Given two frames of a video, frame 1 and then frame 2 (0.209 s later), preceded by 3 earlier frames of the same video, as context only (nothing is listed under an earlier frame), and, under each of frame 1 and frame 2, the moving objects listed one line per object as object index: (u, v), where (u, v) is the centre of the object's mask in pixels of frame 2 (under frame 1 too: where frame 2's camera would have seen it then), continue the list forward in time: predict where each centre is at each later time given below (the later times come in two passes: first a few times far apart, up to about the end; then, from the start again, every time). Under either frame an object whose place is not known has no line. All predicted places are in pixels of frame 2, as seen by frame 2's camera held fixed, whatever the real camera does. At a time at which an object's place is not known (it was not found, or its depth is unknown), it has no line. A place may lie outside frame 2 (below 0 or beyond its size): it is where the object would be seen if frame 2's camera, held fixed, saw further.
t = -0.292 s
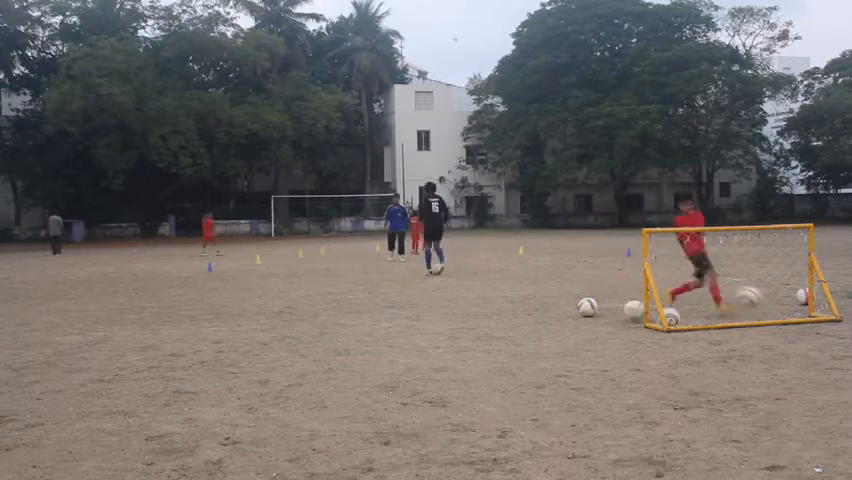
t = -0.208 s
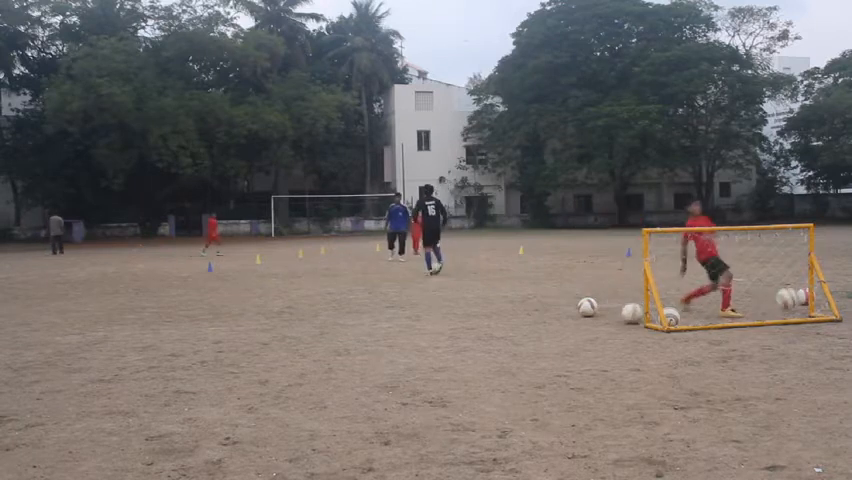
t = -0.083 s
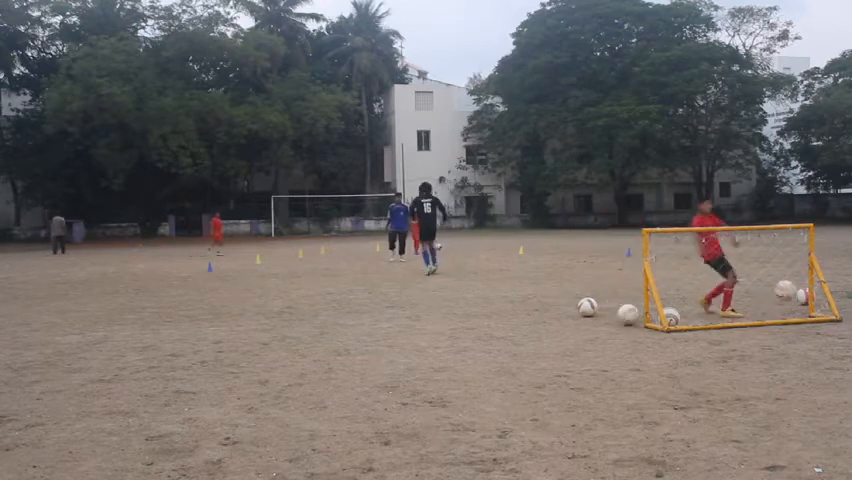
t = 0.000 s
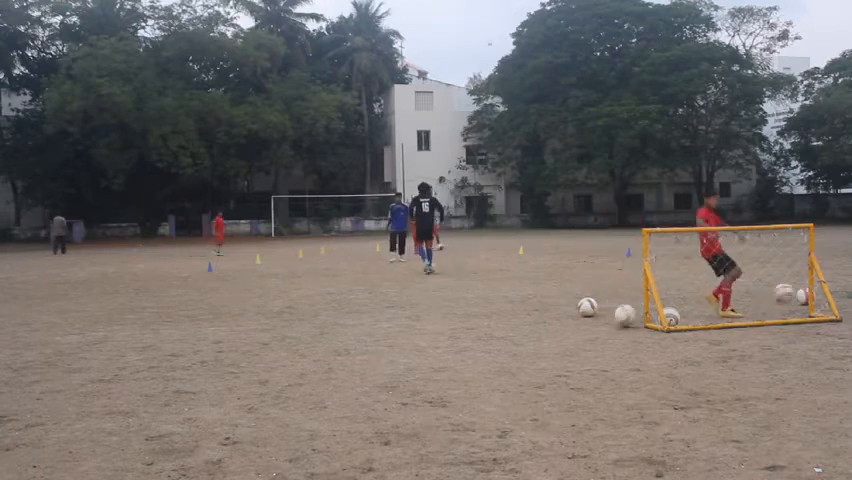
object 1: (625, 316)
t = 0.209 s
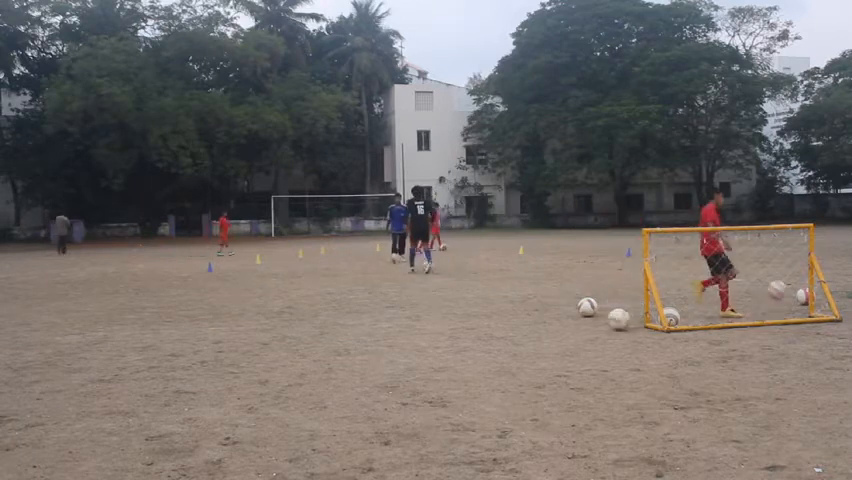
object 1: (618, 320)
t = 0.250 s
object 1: (618, 320)
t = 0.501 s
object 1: (612, 324)
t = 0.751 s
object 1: (607, 327)
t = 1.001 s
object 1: (604, 331)
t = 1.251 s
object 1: (602, 335)
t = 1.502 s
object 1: (601, 340)
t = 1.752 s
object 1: (601, 345)
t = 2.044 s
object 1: (602, 351)
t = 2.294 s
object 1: (604, 356)
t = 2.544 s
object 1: (609, 360)
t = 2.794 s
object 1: (611, 365)
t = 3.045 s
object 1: (614, 371)
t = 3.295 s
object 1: (617, 377)
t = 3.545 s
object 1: (618, 383)
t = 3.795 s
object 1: (621, 389)
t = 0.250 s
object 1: (618, 320)
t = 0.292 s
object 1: (616, 320)
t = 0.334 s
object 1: (616, 321)
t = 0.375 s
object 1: (615, 321)
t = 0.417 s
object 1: (614, 322)
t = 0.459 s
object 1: (613, 323)
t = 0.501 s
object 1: (612, 324)
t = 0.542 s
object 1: (611, 324)
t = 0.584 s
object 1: (610, 325)
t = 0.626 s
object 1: (609, 325)
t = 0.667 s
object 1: (608, 326)
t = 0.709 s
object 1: (608, 326)
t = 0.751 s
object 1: (607, 327)
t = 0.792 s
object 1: (606, 327)
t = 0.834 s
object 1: (606, 328)
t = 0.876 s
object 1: (605, 329)
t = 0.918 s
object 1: (605, 330)
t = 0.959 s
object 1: (605, 330)
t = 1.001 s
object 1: (604, 331)
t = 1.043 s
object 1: (604, 331)
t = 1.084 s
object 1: (603, 332)
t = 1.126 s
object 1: (603, 333)
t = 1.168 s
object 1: (603, 334)
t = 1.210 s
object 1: (602, 335)
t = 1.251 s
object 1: (602, 335)
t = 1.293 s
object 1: (602, 335)
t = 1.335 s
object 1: (602, 336)
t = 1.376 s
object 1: (602, 337)
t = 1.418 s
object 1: (601, 339)
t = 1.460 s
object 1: (601, 339)
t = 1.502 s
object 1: (601, 340)
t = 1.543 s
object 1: (601, 342)
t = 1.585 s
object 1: (601, 342)
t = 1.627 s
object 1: (602, 343)
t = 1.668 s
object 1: (601, 344)
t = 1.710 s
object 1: (601, 344)
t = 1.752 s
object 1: (601, 345)
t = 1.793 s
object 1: (601, 345)
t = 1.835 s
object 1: (601, 346)
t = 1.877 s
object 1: (601, 347)
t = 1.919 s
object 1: (601, 348)
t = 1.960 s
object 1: (602, 349)
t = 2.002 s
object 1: (602, 350)
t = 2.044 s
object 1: (602, 351)
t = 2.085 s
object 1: (602, 352)
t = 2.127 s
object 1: (603, 352)
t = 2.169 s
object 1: (603, 353)
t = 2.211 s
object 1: (603, 354)
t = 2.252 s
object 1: (604, 354)
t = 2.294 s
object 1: (604, 356)
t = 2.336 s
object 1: (605, 356)
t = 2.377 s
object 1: (606, 356)
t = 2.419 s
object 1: (607, 357)
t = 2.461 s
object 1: (607, 359)
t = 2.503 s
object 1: (608, 359)
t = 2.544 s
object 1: (609, 360)
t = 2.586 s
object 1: (609, 361)
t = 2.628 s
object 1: (609, 362)
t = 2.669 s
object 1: (610, 362)
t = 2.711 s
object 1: (610, 363)
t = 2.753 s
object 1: (611, 364)
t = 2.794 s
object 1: (611, 365)
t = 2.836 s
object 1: (611, 367)
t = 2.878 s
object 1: (612, 368)
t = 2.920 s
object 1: (613, 369)
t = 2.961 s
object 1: (613, 370)
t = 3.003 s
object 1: (614, 370)
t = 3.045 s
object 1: (614, 371)
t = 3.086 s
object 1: (615, 372)
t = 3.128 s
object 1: (615, 373)
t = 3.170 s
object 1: (616, 374)
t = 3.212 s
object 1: (616, 375)
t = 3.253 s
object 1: (617, 376)
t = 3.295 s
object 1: (617, 377)
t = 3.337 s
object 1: (618, 377)
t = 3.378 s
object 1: (618, 378)
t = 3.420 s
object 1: (618, 379)
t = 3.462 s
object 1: (619, 380)
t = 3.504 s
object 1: (618, 381)
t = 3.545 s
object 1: (618, 383)
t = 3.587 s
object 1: (619, 383)
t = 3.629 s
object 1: (618, 384)
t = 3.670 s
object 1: (619, 385)
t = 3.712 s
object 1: (619, 386)
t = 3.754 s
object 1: (620, 388)
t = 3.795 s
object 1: (621, 389)
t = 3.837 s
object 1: (621, 389)
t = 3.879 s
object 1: (621, 390)
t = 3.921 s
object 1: (621, 391)
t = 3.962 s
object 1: (621, 393)
